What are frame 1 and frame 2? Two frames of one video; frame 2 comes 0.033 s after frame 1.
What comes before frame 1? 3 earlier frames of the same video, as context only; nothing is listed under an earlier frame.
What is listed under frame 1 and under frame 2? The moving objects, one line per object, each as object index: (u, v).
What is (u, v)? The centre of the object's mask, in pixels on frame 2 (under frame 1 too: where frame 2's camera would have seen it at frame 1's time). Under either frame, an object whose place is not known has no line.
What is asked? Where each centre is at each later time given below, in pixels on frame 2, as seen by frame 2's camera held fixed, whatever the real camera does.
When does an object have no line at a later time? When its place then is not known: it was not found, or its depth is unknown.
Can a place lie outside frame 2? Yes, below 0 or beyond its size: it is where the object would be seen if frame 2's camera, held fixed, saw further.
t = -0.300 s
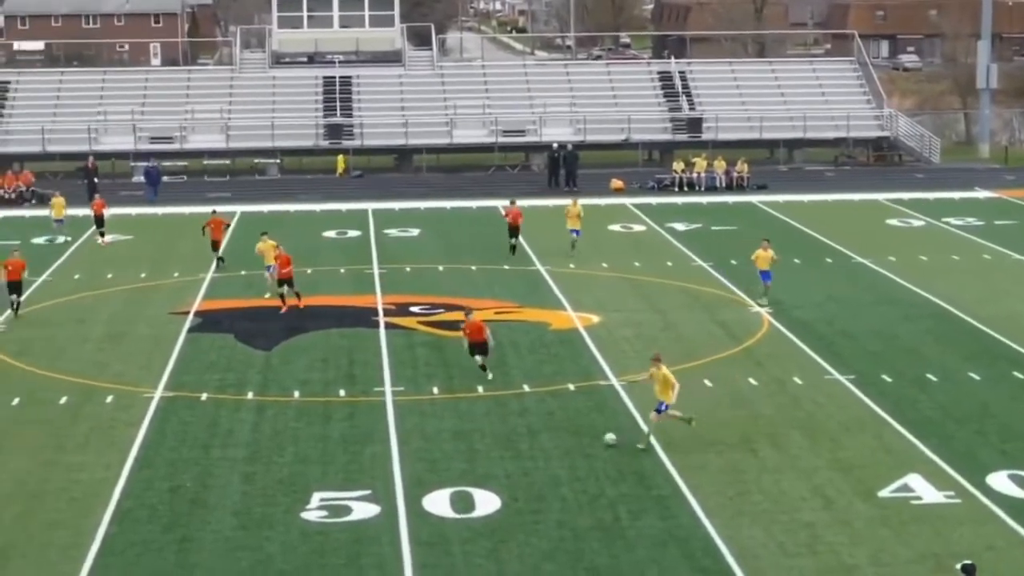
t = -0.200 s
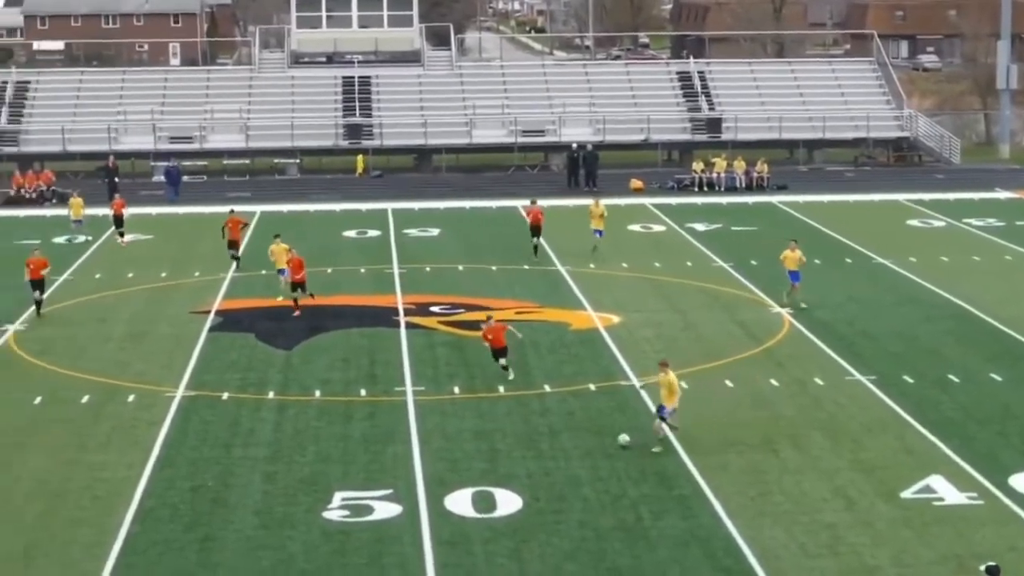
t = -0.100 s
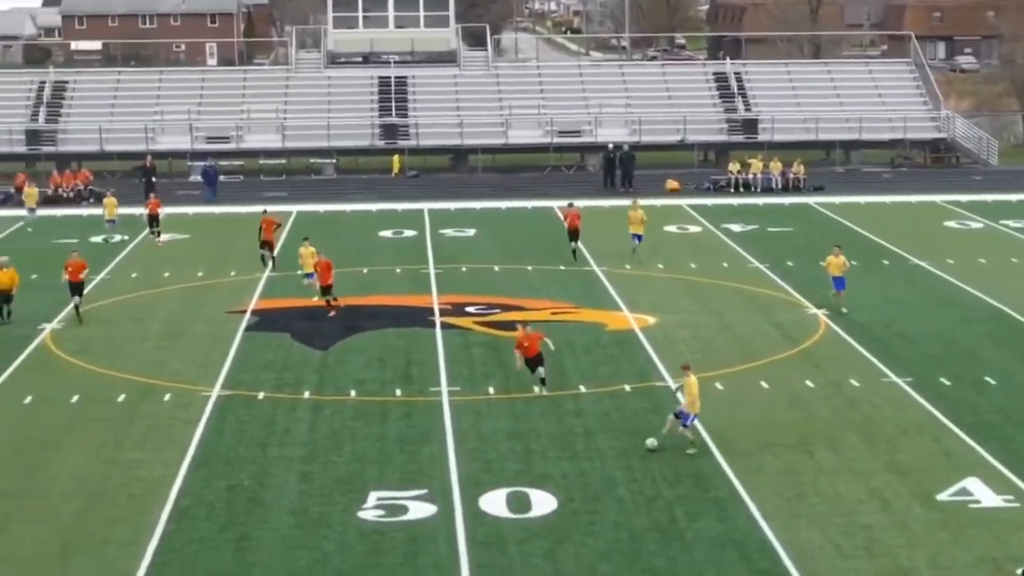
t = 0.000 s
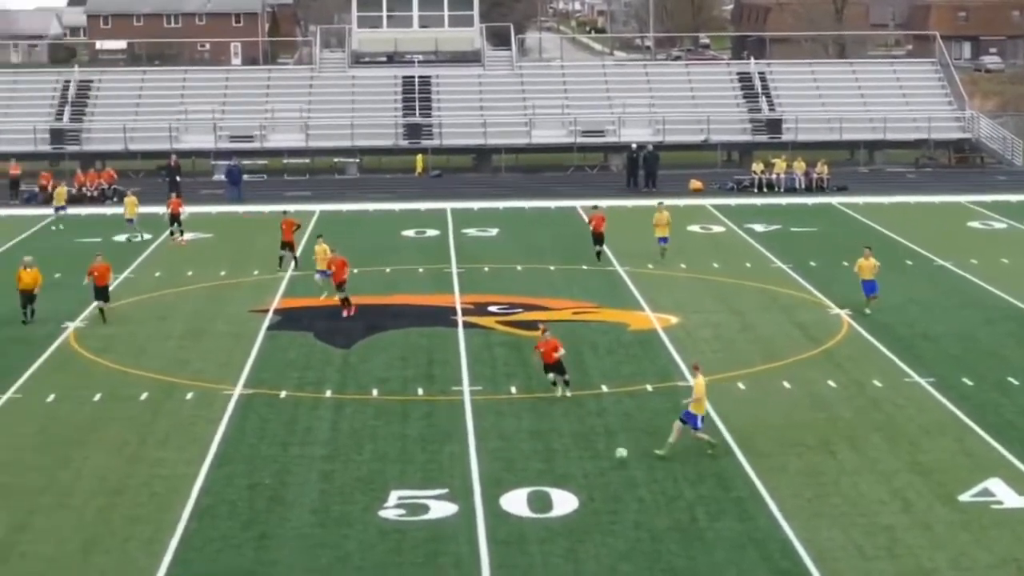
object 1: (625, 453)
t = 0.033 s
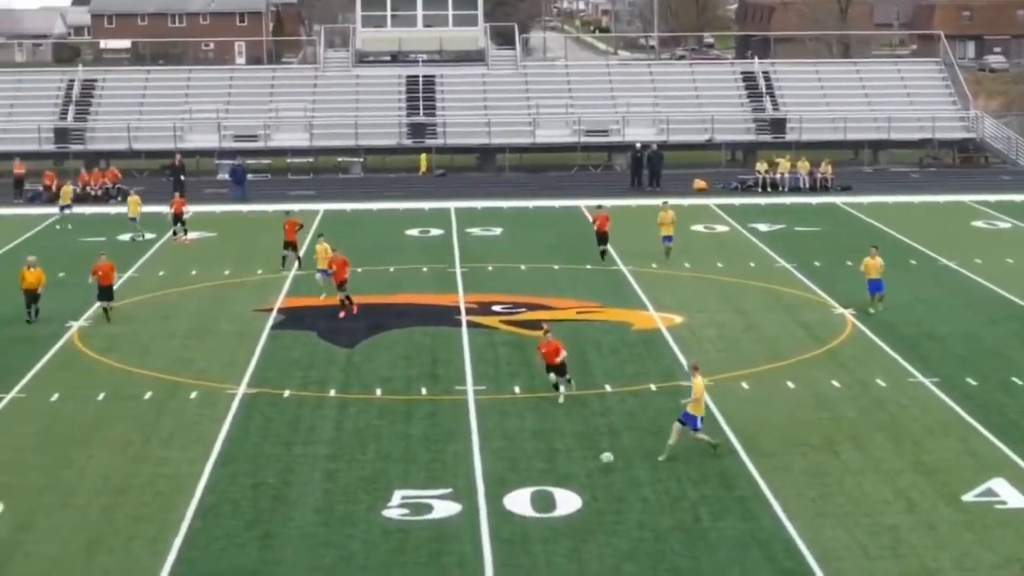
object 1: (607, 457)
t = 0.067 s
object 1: (588, 463)
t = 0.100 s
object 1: (569, 469)
